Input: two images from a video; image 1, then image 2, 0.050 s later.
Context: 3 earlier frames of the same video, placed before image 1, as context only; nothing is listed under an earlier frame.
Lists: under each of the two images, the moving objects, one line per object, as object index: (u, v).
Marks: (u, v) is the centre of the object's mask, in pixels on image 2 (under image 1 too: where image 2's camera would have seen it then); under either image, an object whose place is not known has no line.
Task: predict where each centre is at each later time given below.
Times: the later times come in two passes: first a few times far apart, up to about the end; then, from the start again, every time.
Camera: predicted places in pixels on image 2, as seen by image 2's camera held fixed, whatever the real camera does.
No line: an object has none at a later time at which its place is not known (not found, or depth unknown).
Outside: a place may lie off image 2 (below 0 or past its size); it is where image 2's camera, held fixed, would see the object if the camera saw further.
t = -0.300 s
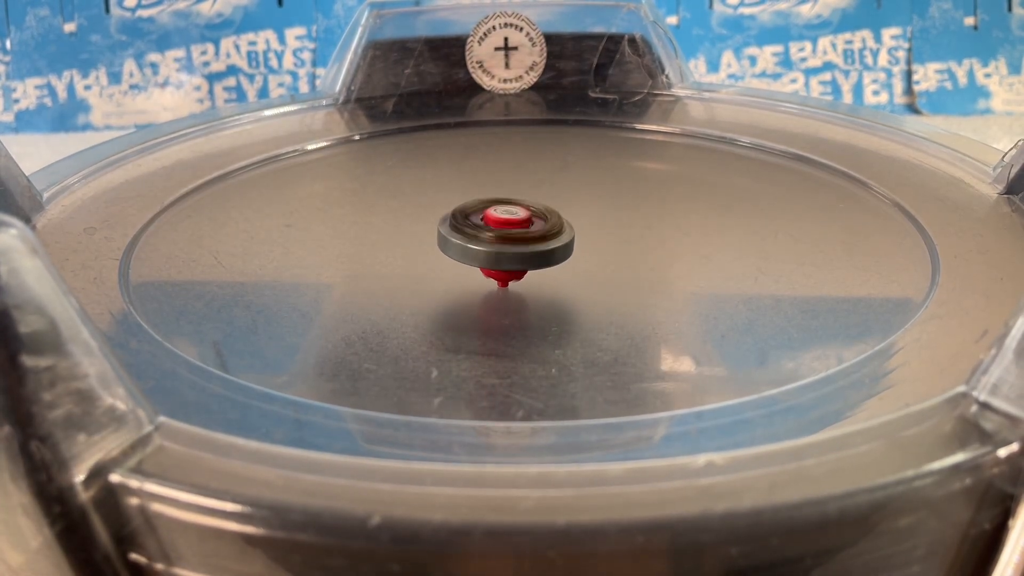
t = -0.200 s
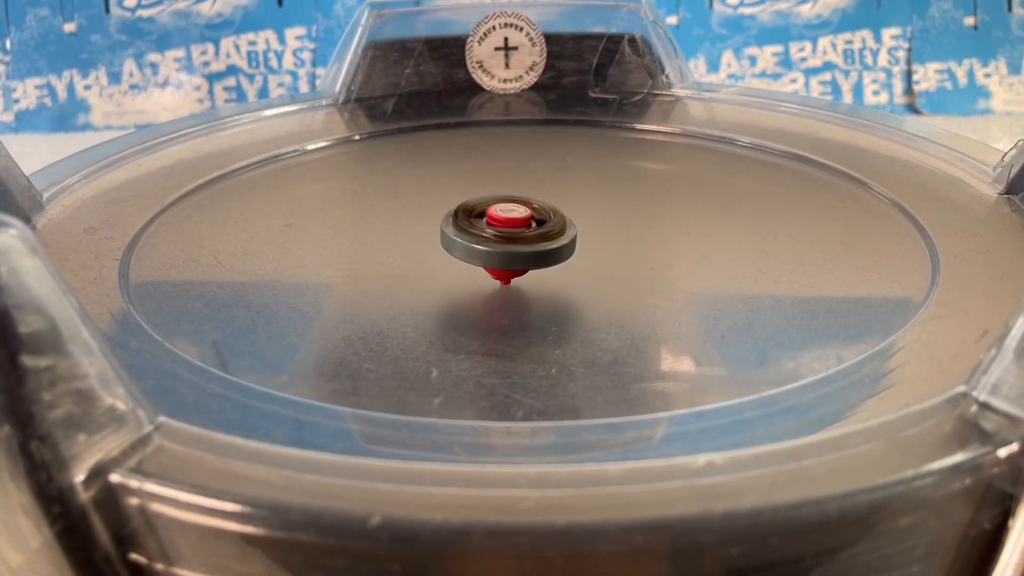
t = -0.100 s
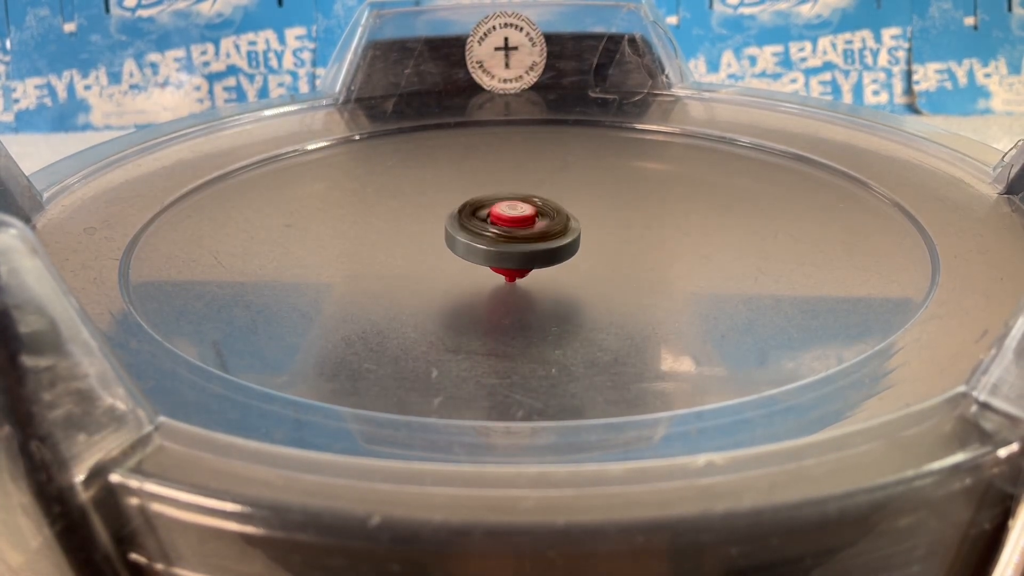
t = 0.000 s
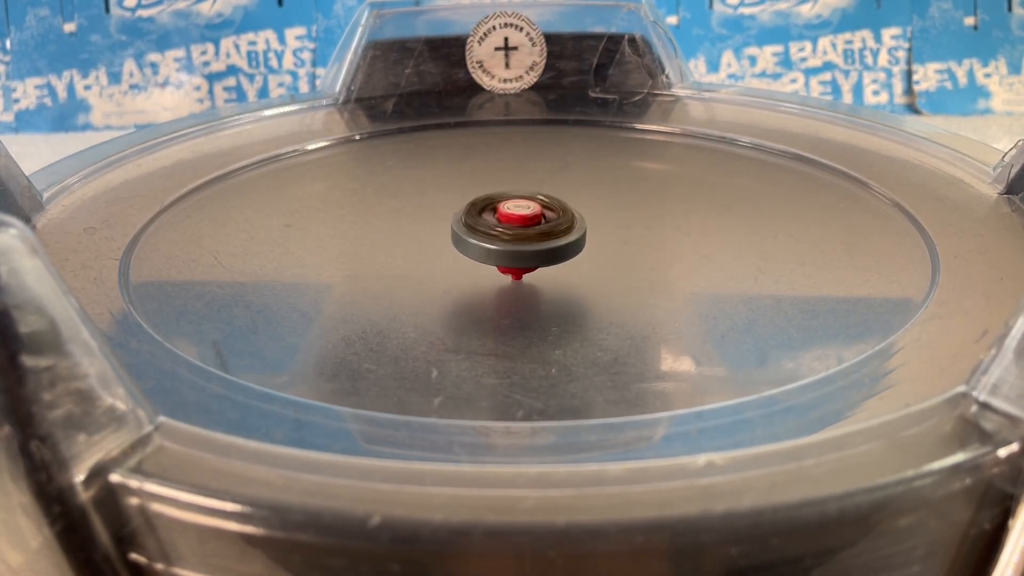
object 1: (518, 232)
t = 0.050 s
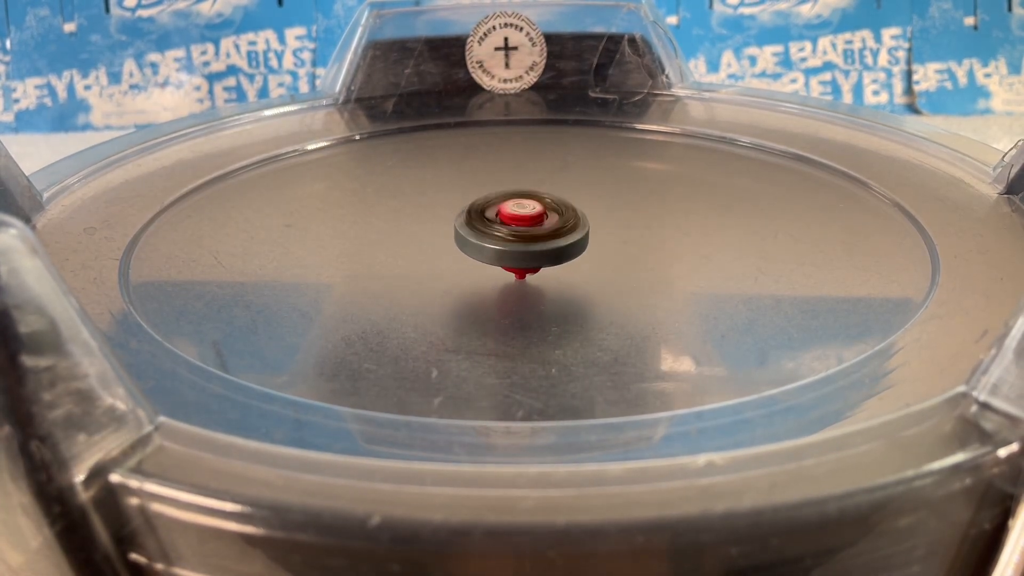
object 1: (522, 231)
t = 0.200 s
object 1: (532, 230)
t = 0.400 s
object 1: (546, 230)
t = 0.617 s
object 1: (558, 233)
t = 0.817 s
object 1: (563, 237)
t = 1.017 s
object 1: (560, 243)
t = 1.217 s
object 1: (550, 247)
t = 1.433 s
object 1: (535, 248)
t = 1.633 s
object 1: (522, 247)
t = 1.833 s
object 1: (514, 242)
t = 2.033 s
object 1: (514, 238)
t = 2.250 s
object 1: (521, 233)
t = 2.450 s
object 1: (532, 229)
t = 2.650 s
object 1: (544, 229)
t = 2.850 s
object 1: (555, 231)
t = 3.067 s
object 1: (560, 236)
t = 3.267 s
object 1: (557, 241)
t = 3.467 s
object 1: (548, 246)
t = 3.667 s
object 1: (534, 247)
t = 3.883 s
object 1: (520, 246)
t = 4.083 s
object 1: (513, 242)
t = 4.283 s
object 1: (514, 237)
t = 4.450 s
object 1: (520, 233)
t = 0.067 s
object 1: (523, 231)
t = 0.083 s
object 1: (524, 231)
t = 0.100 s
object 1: (525, 231)
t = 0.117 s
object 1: (526, 231)
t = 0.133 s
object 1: (527, 231)
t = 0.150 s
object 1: (528, 230)
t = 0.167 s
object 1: (529, 230)
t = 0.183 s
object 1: (531, 230)
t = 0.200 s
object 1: (532, 230)
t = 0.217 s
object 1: (533, 230)
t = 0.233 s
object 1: (534, 230)
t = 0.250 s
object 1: (535, 230)
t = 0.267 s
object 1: (537, 230)
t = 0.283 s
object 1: (538, 230)
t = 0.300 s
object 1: (539, 230)
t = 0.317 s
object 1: (540, 230)
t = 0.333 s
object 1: (541, 230)
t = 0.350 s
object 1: (543, 230)
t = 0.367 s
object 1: (544, 230)
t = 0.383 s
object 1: (545, 230)
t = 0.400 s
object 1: (546, 230)
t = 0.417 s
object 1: (547, 230)
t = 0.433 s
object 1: (548, 230)
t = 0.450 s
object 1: (549, 231)
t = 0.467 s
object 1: (550, 231)
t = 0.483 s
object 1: (551, 231)
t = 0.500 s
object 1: (552, 231)
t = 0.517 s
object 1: (553, 231)
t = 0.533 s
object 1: (554, 231)
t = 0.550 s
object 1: (555, 232)
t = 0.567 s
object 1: (556, 232)
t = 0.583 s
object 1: (557, 232)
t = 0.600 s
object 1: (558, 233)
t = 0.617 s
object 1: (558, 233)
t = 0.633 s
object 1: (559, 233)
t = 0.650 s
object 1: (560, 234)
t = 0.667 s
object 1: (560, 234)
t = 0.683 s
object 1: (561, 234)
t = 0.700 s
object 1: (561, 235)
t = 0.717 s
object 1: (562, 235)
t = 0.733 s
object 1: (562, 235)
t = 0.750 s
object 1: (562, 236)
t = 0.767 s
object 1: (562, 236)
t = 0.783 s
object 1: (563, 237)
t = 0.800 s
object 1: (563, 237)
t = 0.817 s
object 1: (563, 237)
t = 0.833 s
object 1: (563, 238)
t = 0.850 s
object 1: (563, 238)
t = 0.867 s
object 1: (563, 239)
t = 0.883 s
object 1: (563, 239)
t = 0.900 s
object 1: (563, 239)
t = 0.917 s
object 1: (562, 240)
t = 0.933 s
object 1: (562, 240)
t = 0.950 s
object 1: (562, 241)
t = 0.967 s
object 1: (561, 241)
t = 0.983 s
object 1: (561, 242)
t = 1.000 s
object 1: (561, 242)
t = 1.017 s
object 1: (560, 243)
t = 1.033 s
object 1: (560, 243)
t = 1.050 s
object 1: (559, 244)
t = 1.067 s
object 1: (558, 244)
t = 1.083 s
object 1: (558, 244)
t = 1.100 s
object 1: (557, 244)
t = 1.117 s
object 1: (556, 245)
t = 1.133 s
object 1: (555, 245)
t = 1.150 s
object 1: (554, 246)
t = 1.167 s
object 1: (553, 246)
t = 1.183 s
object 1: (552, 246)
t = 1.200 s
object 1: (551, 247)
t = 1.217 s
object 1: (550, 247)
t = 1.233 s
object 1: (550, 247)
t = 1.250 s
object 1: (548, 247)
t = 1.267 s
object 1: (547, 247)
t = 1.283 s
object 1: (546, 248)
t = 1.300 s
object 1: (545, 248)
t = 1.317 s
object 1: (544, 248)
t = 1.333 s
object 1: (543, 248)
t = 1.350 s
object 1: (541, 248)
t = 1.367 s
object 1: (540, 248)
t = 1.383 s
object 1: (539, 248)
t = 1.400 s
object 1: (538, 248)
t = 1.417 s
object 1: (536, 248)
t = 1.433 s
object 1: (535, 248)
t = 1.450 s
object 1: (534, 248)
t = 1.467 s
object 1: (533, 248)
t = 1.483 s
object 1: (532, 248)
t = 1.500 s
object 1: (531, 248)
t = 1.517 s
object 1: (529, 248)
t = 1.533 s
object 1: (528, 248)
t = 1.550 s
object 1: (527, 247)
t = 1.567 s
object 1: (526, 247)
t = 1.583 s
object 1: (525, 247)
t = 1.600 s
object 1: (524, 247)
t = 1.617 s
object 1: (523, 247)
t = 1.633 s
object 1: (522, 247)
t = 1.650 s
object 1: (521, 246)
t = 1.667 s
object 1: (520, 246)
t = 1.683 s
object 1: (519, 246)
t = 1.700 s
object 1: (519, 245)
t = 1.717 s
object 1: (518, 245)
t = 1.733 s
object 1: (517, 245)
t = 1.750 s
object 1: (516, 244)
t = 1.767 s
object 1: (516, 244)
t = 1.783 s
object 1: (515, 244)
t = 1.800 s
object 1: (515, 243)
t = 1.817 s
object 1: (514, 243)
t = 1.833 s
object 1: (514, 242)
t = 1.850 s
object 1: (513, 242)
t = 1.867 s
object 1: (513, 242)
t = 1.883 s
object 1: (513, 241)
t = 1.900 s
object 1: (513, 241)
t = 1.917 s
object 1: (513, 241)
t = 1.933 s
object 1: (513, 240)
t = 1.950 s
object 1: (513, 239)
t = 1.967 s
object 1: (513, 239)
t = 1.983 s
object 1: (513, 239)
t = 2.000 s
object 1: (513, 238)
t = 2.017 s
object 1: (514, 238)
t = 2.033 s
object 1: (514, 238)
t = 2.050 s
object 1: (514, 237)
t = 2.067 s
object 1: (514, 237)
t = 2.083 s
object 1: (515, 236)
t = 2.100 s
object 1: (515, 236)
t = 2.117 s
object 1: (516, 236)
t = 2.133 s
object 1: (516, 235)
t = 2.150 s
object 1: (517, 235)
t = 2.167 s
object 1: (518, 234)
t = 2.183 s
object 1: (519, 234)
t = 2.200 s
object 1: (519, 234)
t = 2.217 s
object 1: (520, 233)
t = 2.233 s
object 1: (520, 233)
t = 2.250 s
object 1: (521, 233)
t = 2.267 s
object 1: (522, 232)
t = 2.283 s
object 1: (523, 232)
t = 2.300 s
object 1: (524, 231)
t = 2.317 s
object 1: (525, 231)
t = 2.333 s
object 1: (526, 231)
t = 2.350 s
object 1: (527, 231)
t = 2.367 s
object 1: (528, 230)
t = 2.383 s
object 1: (528, 230)
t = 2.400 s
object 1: (530, 230)
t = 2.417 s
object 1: (530, 230)
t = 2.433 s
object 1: (531, 230)
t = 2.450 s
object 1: (532, 229)
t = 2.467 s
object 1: (533, 229)
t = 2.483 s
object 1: (534, 229)
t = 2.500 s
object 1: (535, 229)
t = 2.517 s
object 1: (536, 229)
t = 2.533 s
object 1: (537, 229)
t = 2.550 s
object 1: (538, 229)
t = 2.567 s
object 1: (539, 229)
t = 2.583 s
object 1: (540, 229)
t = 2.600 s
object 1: (541, 229)
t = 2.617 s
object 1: (542, 229)
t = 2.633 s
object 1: (543, 229)
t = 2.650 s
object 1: (544, 229)
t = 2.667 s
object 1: (545, 230)
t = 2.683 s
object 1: (546, 229)
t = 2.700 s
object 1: (547, 230)
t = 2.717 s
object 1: (548, 230)
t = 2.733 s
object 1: (549, 230)
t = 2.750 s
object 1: (550, 230)
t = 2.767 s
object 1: (551, 230)
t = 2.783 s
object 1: (552, 230)
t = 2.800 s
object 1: (553, 230)
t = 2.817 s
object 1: (554, 231)
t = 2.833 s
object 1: (554, 231)
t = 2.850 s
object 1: (555, 231)
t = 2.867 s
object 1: (555, 232)
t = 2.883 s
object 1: (556, 232)
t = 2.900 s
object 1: (557, 232)
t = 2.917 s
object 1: (557, 233)
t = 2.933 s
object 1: (558, 233)
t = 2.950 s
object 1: (559, 233)
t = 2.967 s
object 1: (559, 234)
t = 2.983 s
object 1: (559, 234)
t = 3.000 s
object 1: (560, 234)
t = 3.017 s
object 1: (560, 235)
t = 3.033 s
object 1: (560, 236)
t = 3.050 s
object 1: (560, 236)
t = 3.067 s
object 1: (560, 236)
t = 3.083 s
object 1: (560, 237)
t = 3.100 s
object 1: (560, 237)
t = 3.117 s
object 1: (560, 237)
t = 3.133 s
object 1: (560, 238)
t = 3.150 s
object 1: (560, 238)
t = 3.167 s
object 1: (560, 239)
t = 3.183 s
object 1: (559, 239)
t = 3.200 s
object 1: (559, 239)
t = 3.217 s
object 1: (559, 240)
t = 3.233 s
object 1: (559, 240)
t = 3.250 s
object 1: (558, 241)
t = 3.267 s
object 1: (557, 241)
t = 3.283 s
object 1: (557, 242)
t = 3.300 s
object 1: (556, 242)
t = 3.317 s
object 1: (556, 243)
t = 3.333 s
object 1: (555, 243)
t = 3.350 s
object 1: (554, 243)
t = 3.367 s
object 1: (553, 244)
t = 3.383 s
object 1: (553, 244)
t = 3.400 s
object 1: (552, 244)
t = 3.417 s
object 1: (551, 245)
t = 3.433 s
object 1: (550, 245)
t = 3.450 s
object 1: (549, 245)
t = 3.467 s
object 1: (548, 246)
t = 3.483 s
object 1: (547, 246)
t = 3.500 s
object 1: (546, 246)
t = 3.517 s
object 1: (545, 246)
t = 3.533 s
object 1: (543, 246)
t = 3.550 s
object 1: (543, 247)
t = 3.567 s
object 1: (541, 247)
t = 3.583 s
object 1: (540, 247)
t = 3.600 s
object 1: (539, 247)
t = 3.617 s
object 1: (538, 247)
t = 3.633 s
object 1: (536, 247)
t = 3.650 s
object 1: (535, 247)
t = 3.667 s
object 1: (534, 247)
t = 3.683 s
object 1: (533, 247)
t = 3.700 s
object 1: (532, 247)
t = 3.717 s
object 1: (531, 247)
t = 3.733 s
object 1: (529, 247)
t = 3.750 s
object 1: (528, 247)
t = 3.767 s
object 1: (527, 247)
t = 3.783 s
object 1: (526, 247)
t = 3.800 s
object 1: (525, 247)
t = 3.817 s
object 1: (524, 247)
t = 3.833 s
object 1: (523, 247)
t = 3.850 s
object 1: (522, 246)
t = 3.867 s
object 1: (521, 246)
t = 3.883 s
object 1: (520, 246)
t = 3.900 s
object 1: (519, 246)
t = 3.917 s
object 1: (518, 245)
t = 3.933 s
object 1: (518, 245)
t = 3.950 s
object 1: (517, 245)
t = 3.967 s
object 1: (516, 245)
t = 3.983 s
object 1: (516, 244)
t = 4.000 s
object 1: (515, 244)
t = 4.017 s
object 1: (515, 244)
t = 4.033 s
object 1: (514, 243)
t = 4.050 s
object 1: (514, 243)
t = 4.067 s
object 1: (514, 242)
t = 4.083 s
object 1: (513, 242)
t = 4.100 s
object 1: (513, 242)
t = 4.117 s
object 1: (513, 241)
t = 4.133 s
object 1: (513, 241)
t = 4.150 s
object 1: (513, 240)
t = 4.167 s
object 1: (513, 240)
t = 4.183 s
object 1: (513, 240)
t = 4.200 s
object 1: (513, 239)
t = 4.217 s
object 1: (513, 239)
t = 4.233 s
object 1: (514, 238)
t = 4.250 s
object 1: (514, 238)
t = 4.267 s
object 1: (514, 237)
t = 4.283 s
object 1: (514, 237)
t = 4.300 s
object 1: (515, 237)
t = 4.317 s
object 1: (515, 236)
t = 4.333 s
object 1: (516, 236)
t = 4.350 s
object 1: (516, 235)
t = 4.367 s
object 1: (517, 235)
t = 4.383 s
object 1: (517, 235)
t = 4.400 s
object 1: (518, 234)
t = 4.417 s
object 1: (519, 234)
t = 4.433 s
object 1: (520, 234)
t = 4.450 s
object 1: (520, 233)
